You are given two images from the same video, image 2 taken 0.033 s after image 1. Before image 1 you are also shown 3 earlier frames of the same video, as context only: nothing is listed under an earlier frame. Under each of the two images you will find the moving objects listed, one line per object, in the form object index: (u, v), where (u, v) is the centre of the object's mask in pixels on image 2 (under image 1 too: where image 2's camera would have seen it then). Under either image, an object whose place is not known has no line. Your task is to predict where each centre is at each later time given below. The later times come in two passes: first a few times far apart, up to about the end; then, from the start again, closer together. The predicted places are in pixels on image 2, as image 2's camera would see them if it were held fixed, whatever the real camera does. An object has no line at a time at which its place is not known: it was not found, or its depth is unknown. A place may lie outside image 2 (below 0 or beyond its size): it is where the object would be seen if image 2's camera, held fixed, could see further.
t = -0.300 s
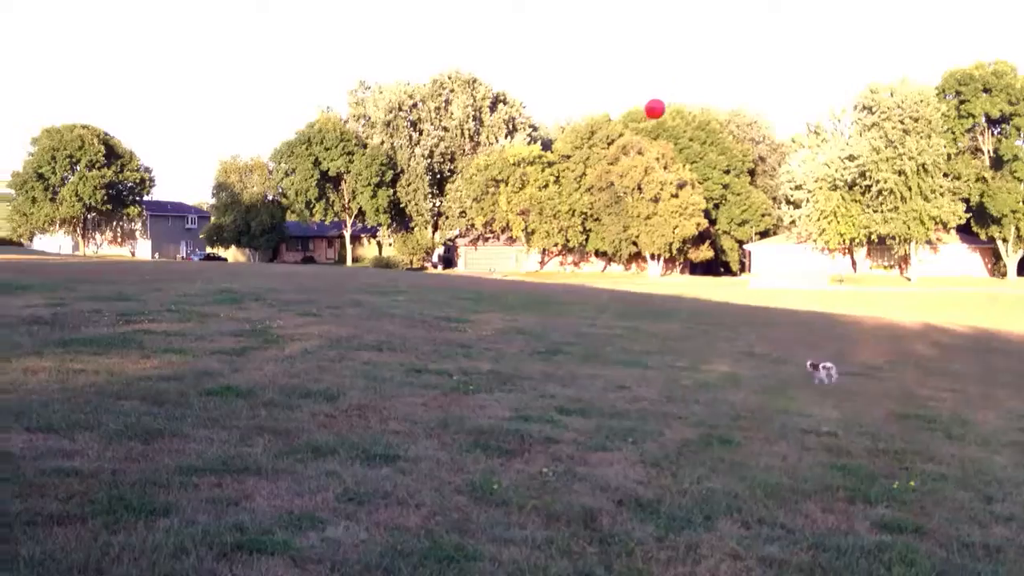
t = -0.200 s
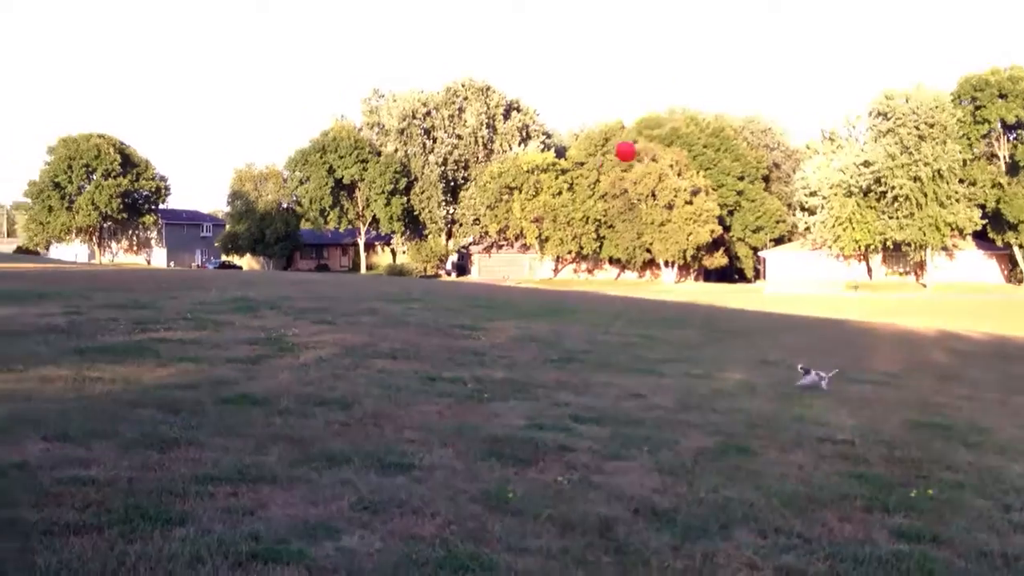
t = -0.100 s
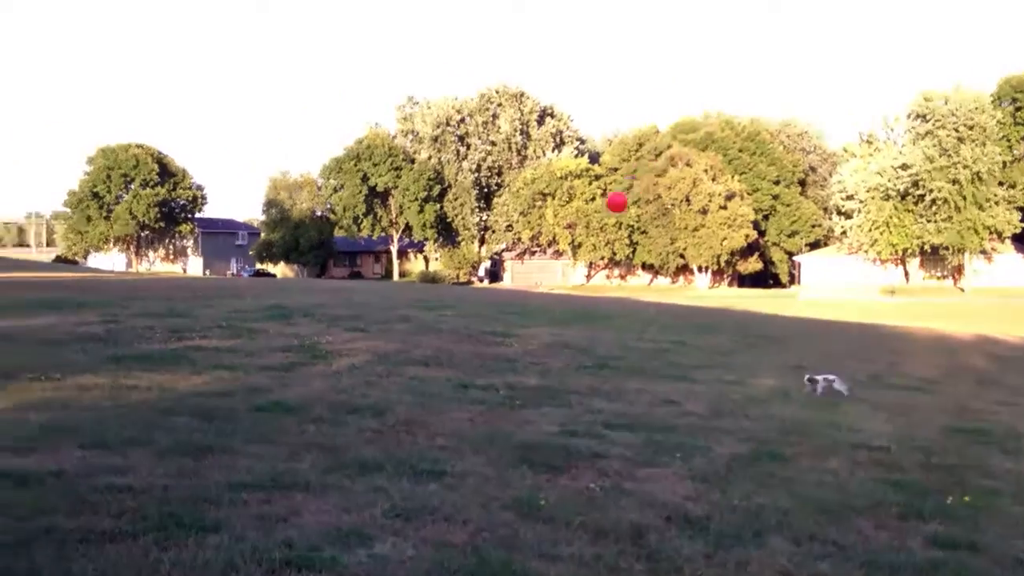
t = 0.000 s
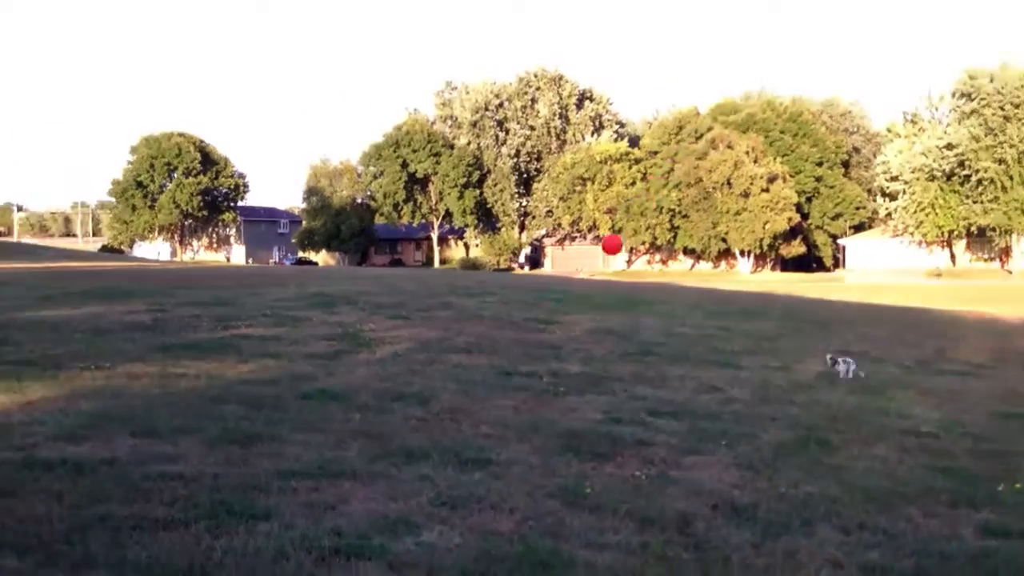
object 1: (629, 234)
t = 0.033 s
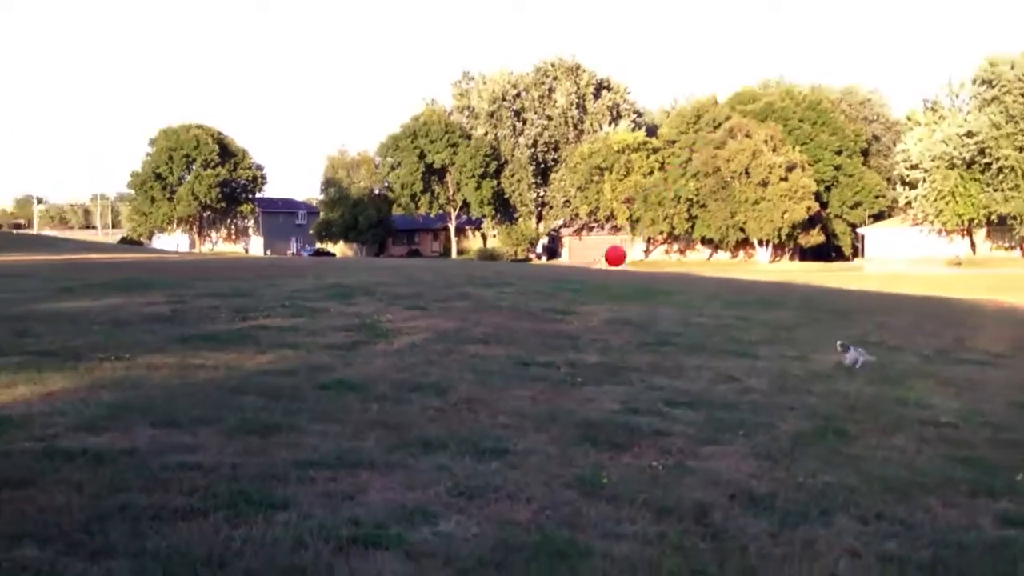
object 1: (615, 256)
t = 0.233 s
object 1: (539, 374)
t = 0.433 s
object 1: (542, 327)
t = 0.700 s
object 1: (547, 336)
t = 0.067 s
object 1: (600, 279)
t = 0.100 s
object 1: (585, 302)
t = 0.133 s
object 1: (570, 327)
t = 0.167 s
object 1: (555, 353)
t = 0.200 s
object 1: (541, 377)
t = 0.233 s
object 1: (539, 374)
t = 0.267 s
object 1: (538, 362)
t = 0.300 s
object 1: (539, 352)
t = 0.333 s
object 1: (540, 344)
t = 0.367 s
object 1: (541, 338)
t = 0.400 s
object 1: (541, 332)
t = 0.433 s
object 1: (542, 327)
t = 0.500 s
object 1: (543, 324)
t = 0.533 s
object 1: (543, 324)
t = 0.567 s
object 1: (544, 323)
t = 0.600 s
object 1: (545, 324)
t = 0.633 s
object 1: (546, 327)
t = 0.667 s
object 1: (547, 331)
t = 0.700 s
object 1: (547, 336)
